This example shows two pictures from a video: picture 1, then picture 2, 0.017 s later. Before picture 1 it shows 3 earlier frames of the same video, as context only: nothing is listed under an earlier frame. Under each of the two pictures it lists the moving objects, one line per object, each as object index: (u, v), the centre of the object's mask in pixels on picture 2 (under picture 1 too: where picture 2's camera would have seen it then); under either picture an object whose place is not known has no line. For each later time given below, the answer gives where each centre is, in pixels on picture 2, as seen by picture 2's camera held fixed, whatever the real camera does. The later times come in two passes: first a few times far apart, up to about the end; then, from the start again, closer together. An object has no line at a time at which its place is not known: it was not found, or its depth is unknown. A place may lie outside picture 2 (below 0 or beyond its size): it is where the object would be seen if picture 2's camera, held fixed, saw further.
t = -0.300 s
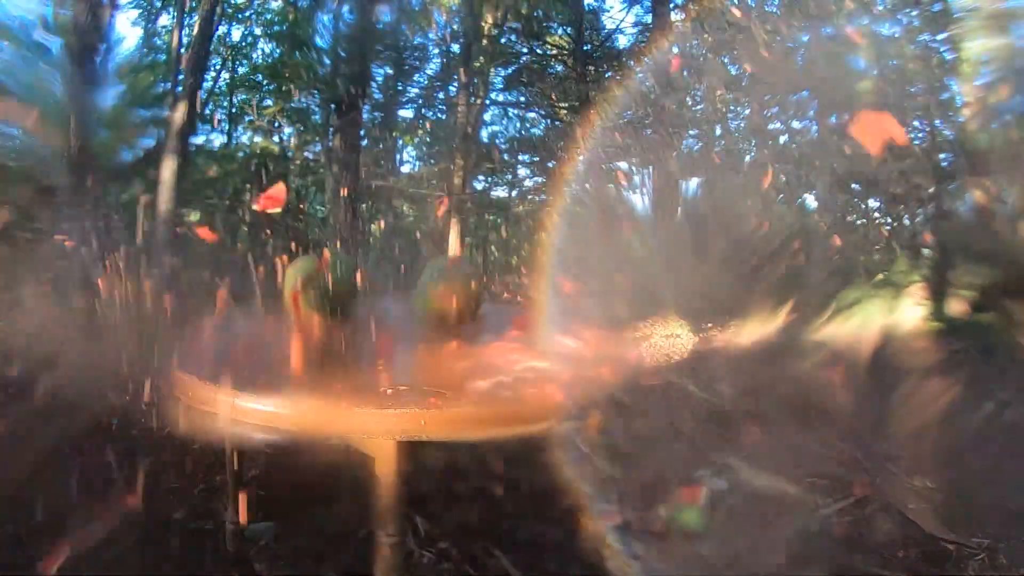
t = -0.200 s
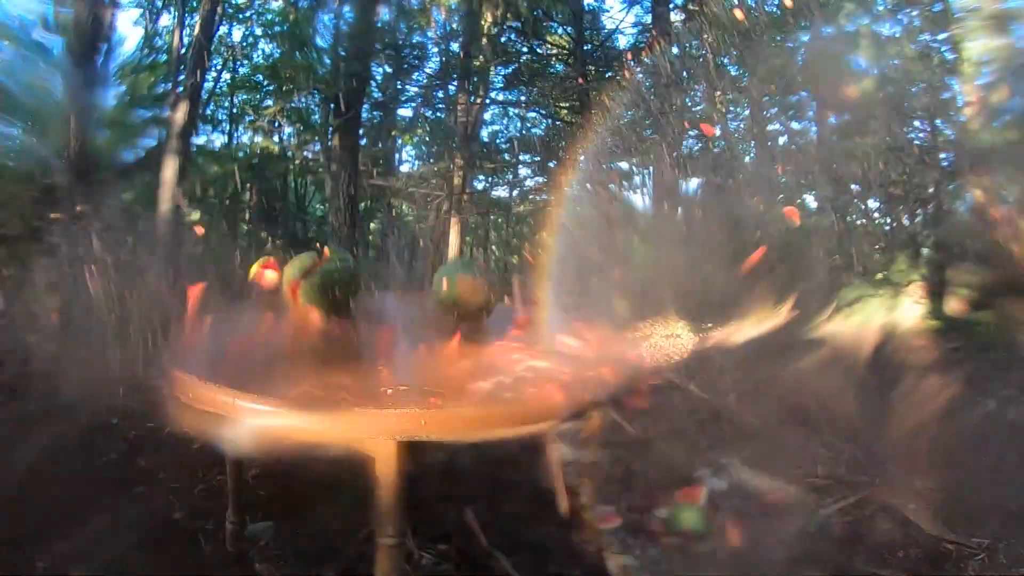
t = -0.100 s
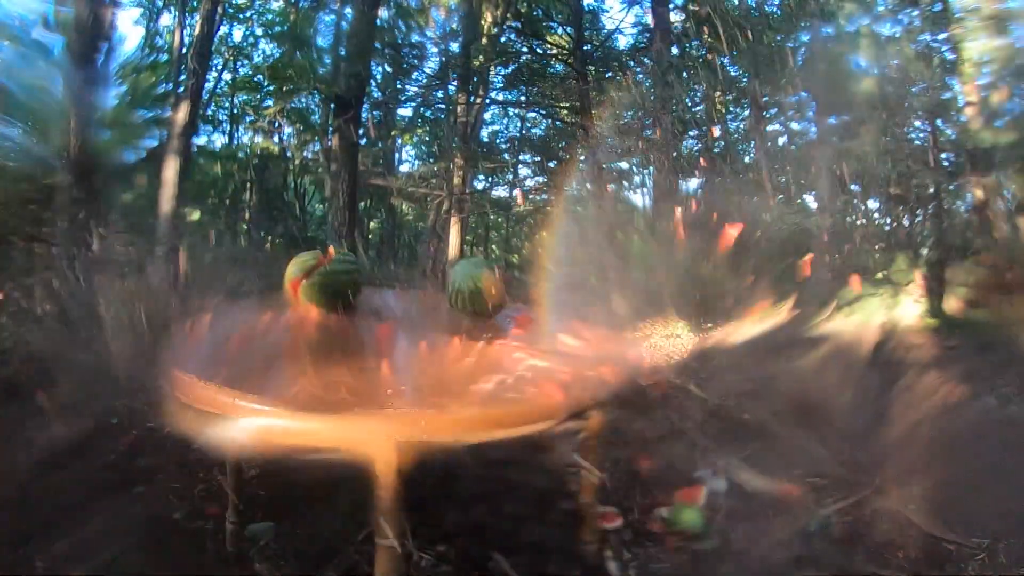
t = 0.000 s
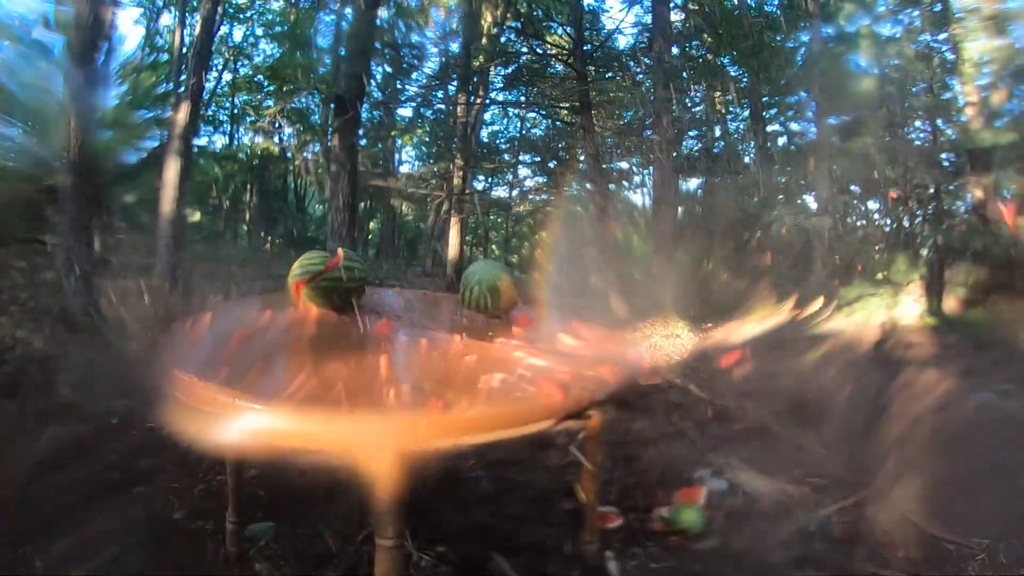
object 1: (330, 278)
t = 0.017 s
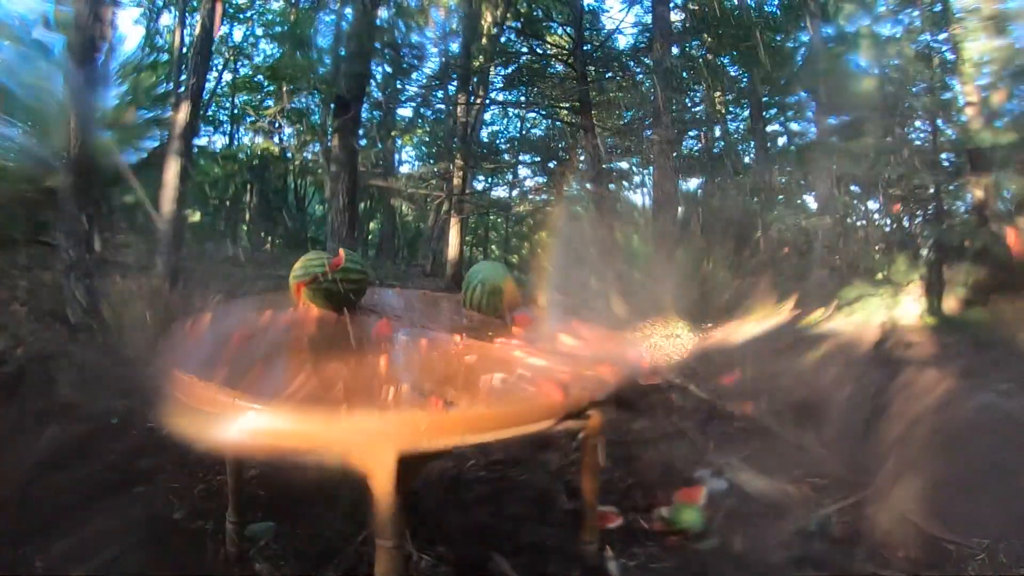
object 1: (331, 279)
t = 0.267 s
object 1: (327, 288)
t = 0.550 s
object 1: (346, 295)
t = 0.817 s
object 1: (346, 291)
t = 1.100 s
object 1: (340, 288)
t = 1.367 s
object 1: (342, 288)
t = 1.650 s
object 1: (341, 291)
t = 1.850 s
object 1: (342, 292)
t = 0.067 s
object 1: (331, 281)
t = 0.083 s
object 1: (331, 283)
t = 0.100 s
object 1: (320, 278)
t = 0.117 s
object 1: (332, 281)
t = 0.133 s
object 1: (324, 280)
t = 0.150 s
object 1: (327, 286)
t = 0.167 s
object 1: (333, 283)
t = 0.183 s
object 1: (334, 284)
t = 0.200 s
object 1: (336, 284)
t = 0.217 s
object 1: (334, 285)
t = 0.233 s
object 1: (331, 285)
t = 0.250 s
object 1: (328, 287)
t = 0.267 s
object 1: (327, 288)
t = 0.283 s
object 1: (327, 289)
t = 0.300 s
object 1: (329, 289)
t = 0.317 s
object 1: (327, 290)
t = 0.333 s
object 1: (330, 291)
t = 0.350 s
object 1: (333, 292)
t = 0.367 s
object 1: (332, 294)
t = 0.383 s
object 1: (332, 295)
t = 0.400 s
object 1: (334, 295)
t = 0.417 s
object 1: (335, 295)
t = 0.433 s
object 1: (341, 295)
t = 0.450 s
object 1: (345, 294)
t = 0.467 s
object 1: (343, 295)
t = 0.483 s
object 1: (345, 295)
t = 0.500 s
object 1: (343, 295)
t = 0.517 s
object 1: (345, 295)
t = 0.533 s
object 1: (347, 294)
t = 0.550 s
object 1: (346, 295)
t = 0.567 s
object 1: (348, 294)
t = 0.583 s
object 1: (348, 293)
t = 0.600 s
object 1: (350, 292)
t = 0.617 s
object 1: (350, 291)
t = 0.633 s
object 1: (350, 292)
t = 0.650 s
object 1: (350, 291)
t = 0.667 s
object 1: (350, 291)
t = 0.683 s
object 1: (349, 291)
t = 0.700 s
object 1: (349, 292)
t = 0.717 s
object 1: (349, 292)
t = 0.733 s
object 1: (348, 291)
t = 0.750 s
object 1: (348, 291)
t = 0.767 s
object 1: (347, 291)
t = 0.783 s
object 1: (347, 291)
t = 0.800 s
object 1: (347, 291)
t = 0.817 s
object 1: (346, 291)
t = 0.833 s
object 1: (346, 291)
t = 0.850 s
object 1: (345, 291)
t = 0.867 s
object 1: (345, 291)
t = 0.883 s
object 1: (345, 291)
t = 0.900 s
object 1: (344, 291)
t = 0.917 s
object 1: (344, 291)
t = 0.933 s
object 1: (344, 291)
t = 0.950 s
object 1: (343, 291)
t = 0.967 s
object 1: (342, 290)
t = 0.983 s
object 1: (342, 290)
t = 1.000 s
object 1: (341, 289)
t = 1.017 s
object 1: (341, 289)
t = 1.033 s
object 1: (341, 289)
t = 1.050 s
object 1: (340, 288)
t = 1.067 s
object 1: (340, 289)
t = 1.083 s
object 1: (340, 288)
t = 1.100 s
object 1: (340, 288)
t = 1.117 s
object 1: (340, 288)
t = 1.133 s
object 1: (340, 288)
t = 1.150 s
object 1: (340, 288)
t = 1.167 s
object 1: (340, 288)
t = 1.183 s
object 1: (341, 288)
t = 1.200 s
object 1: (341, 288)
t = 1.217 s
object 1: (341, 288)
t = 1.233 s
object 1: (342, 288)
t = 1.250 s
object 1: (342, 288)
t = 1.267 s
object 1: (342, 287)
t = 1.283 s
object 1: (342, 288)
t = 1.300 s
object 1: (342, 288)
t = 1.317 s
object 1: (342, 288)
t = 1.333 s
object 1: (342, 288)
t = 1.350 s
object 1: (342, 288)
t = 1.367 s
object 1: (342, 288)
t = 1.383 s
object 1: (342, 288)
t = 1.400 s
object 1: (342, 288)
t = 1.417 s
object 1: (342, 288)
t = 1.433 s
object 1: (342, 288)
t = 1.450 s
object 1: (342, 288)
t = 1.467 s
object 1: (342, 288)
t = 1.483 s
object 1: (342, 288)
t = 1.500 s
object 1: (342, 289)
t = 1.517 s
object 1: (342, 289)
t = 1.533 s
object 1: (341, 289)
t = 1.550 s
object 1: (341, 289)
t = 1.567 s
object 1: (341, 290)
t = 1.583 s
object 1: (341, 290)
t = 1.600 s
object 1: (341, 290)
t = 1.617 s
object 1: (341, 290)
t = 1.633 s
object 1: (341, 291)
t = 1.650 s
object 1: (341, 291)
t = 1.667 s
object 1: (341, 291)
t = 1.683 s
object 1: (341, 291)
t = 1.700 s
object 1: (341, 291)
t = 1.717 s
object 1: (341, 291)
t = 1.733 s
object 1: (341, 291)
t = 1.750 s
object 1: (341, 291)
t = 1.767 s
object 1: (341, 291)
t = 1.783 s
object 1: (341, 291)
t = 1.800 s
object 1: (342, 292)
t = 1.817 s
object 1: (342, 292)
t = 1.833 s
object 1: (342, 292)
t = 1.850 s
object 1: (342, 292)
